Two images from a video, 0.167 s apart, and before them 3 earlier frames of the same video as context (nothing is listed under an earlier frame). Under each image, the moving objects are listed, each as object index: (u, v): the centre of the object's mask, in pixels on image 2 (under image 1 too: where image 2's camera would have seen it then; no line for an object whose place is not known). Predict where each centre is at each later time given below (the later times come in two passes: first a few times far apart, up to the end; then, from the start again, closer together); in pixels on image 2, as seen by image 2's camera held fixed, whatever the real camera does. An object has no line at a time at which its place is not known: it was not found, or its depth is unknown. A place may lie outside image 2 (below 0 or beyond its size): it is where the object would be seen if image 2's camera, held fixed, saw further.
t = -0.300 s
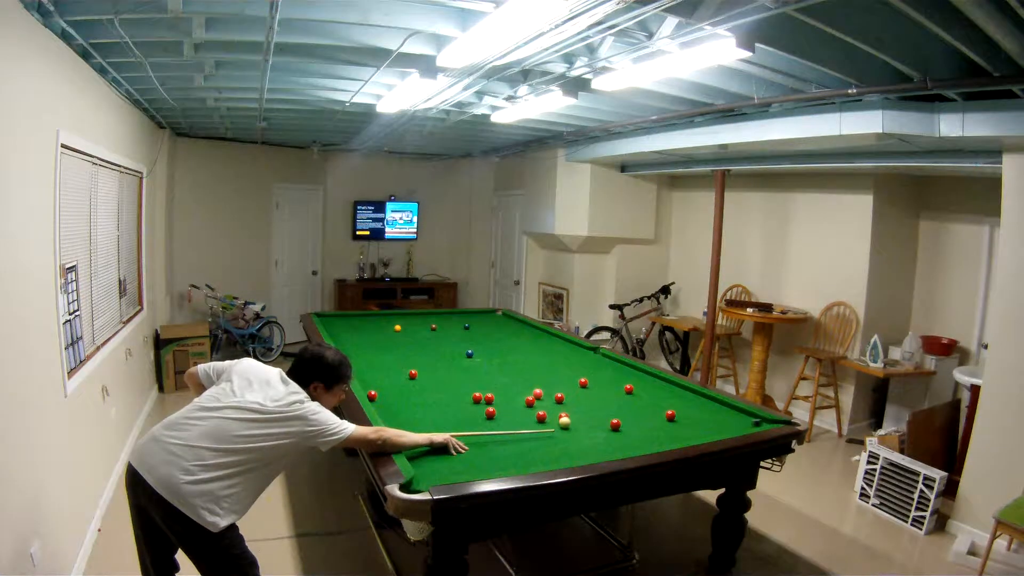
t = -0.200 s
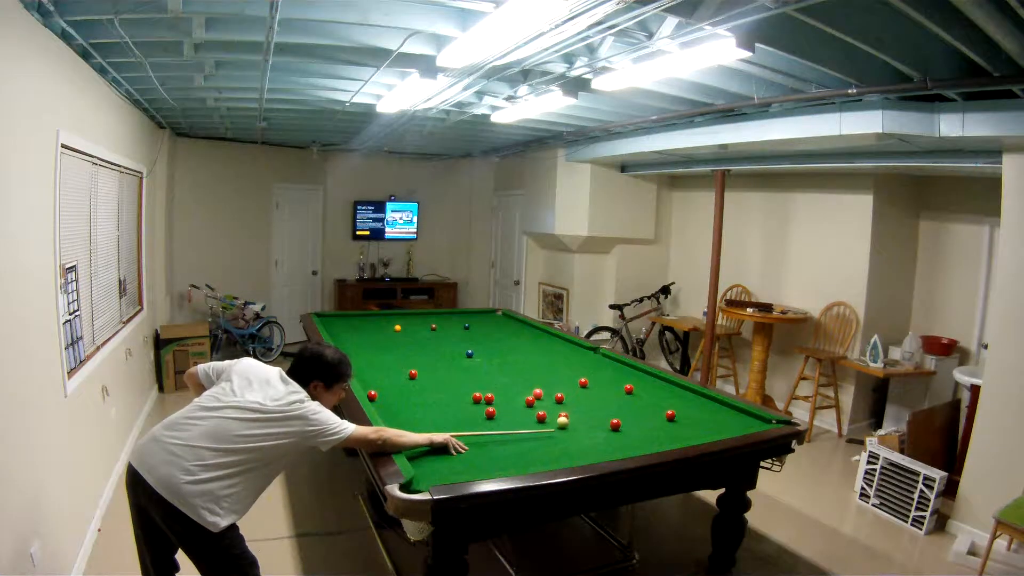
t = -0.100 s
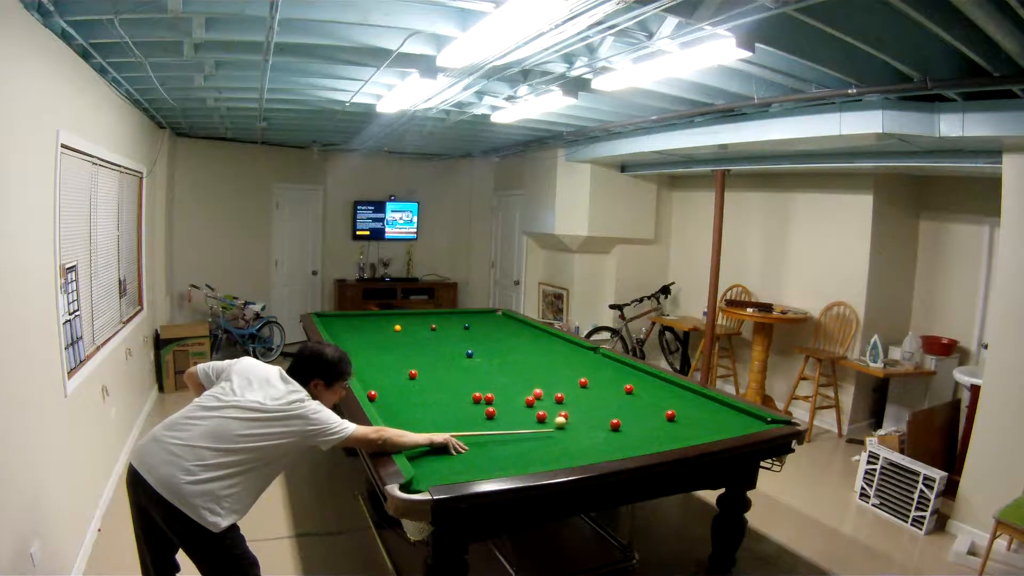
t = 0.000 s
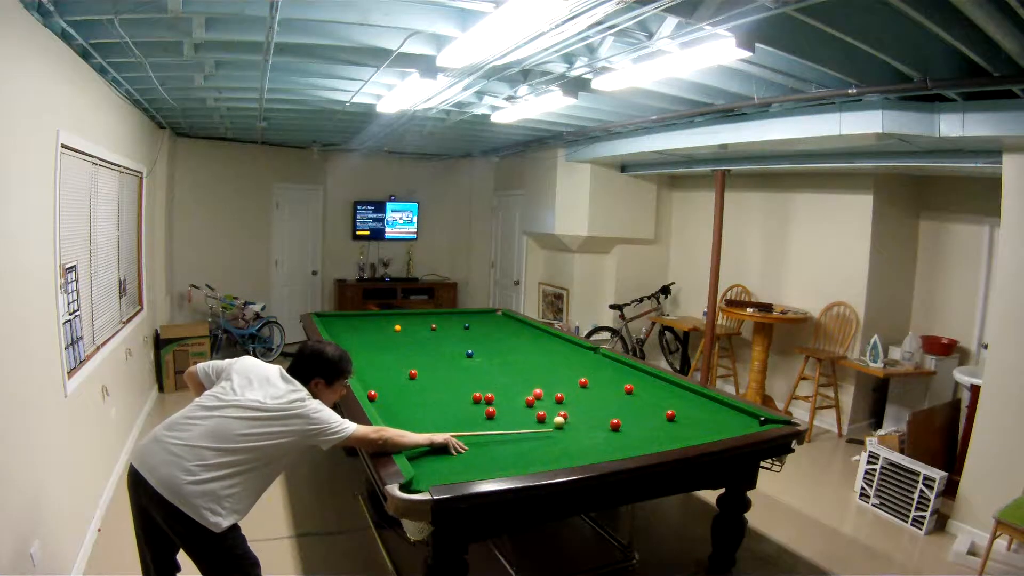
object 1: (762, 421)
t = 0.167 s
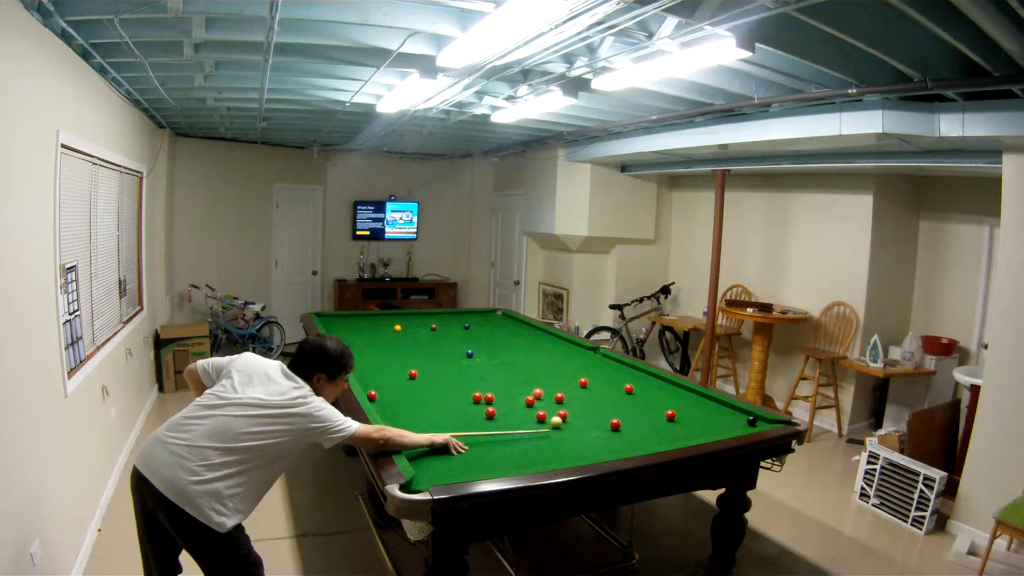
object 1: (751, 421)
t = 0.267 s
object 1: (745, 420)
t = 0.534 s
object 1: (728, 420)
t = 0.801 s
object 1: (713, 419)
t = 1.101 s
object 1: (698, 418)
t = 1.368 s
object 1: (686, 418)
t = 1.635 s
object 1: (679, 417)
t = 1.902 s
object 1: (678, 418)
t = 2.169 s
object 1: (677, 418)
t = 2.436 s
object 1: (678, 418)
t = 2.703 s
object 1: (678, 418)
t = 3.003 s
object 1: (678, 418)
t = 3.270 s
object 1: (678, 418)
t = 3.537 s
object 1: (678, 418)
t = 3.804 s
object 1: (678, 418)
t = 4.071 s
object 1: (678, 418)
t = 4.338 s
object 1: (678, 418)
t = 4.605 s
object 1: (678, 418)
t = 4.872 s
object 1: (678, 418)
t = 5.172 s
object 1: (678, 418)
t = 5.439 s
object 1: (678, 418)
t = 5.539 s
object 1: (678, 418)
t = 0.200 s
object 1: (749, 421)
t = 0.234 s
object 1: (747, 421)
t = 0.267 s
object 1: (745, 420)
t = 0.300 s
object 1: (743, 420)
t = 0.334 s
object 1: (741, 420)
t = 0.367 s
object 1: (739, 420)
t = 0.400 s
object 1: (736, 420)
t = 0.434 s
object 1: (734, 420)
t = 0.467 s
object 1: (732, 420)
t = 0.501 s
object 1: (730, 420)
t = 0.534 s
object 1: (728, 420)
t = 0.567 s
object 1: (726, 420)
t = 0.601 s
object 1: (725, 419)
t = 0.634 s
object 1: (722, 419)
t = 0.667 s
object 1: (720, 419)
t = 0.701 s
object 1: (718, 419)
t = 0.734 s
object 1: (717, 419)
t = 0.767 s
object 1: (715, 419)
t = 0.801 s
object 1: (713, 419)
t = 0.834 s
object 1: (711, 419)
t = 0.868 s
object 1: (709, 419)
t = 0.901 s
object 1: (708, 419)
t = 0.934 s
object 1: (706, 419)
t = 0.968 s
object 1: (704, 418)
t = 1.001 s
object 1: (703, 418)
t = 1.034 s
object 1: (701, 418)
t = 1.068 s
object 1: (699, 418)
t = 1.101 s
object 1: (698, 418)
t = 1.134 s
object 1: (696, 418)
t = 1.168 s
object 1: (694, 418)
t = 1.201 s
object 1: (693, 418)
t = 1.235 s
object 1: (692, 418)
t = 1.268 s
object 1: (690, 418)
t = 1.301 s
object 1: (689, 418)
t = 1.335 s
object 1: (687, 418)
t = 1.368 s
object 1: (686, 418)
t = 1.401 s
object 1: (684, 418)
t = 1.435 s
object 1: (683, 417)
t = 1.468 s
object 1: (682, 417)
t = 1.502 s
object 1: (681, 417)
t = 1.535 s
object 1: (680, 417)
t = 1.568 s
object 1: (680, 417)
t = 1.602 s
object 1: (680, 418)
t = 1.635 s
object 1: (679, 417)
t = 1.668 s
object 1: (679, 418)
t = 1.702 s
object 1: (679, 418)
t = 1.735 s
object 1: (679, 418)
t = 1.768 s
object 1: (678, 418)
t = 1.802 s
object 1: (678, 418)
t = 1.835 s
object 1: (678, 418)
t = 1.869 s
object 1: (678, 418)
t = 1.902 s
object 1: (678, 418)
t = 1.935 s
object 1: (678, 418)
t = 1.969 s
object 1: (677, 418)
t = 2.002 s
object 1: (677, 418)
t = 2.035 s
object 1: (677, 418)
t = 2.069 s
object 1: (677, 418)
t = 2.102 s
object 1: (677, 418)
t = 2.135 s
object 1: (677, 418)
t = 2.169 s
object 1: (677, 418)
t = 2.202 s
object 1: (677, 418)
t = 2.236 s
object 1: (677, 418)
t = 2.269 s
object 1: (678, 418)
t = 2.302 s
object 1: (678, 418)
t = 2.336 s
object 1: (678, 418)
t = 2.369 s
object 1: (678, 418)
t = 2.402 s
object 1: (678, 418)
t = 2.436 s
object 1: (678, 418)
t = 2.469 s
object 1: (678, 418)
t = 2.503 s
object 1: (678, 418)
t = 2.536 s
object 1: (678, 418)
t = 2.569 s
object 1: (678, 418)
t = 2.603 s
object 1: (678, 418)
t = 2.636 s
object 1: (678, 418)
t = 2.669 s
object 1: (678, 418)
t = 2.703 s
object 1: (678, 418)
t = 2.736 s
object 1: (678, 418)
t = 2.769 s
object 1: (678, 418)
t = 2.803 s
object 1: (678, 418)
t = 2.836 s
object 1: (678, 418)
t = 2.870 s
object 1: (678, 418)
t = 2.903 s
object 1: (678, 418)
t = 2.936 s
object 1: (678, 418)
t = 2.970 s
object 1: (678, 418)
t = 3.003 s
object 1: (678, 418)
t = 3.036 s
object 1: (678, 418)
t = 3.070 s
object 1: (678, 418)
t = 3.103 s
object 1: (678, 418)
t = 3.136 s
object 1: (678, 418)
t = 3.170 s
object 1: (678, 418)
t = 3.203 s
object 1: (678, 418)
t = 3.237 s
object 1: (678, 418)
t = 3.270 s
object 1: (678, 418)
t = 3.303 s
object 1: (677, 418)
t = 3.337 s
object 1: (678, 418)
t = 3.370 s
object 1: (678, 418)
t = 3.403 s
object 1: (678, 418)
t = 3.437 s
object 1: (678, 418)
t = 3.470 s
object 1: (678, 418)
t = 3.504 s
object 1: (678, 418)
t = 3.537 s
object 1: (678, 418)
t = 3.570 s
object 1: (678, 418)
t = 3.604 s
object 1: (678, 418)
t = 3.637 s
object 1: (678, 418)
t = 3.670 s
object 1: (678, 418)
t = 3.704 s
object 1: (678, 418)
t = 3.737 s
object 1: (678, 418)
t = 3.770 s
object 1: (678, 418)
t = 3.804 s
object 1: (678, 418)
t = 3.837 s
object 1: (678, 418)
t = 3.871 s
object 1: (678, 418)
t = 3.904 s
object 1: (678, 418)
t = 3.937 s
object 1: (678, 418)
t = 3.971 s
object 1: (678, 418)
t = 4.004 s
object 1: (678, 418)
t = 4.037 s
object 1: (678, 418)
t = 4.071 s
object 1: (678, 418)
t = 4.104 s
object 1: (678, 418)
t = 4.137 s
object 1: (678, 418)
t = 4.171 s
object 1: (678, 418)
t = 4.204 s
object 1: (678, 418)
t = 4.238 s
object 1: (678, 418)
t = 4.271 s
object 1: (678, 418)
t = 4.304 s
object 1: (678, 418)
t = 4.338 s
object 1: (678, 418)
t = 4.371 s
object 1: (678, 418)
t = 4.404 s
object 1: (678, 418)
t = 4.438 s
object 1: (678, 418)
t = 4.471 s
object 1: (678, 418)
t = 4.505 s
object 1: (678, 418)
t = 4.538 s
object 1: (678, 418)
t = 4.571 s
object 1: (678, 418)
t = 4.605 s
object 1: (678, 418)
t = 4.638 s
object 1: (678, 418)
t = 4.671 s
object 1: (678, 418)
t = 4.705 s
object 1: (678, 418)
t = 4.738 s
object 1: (678, 418)
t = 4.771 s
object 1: (678, 418)
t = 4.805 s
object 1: (678, 418)
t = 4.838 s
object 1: (678, 418)
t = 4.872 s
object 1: (678, 418)
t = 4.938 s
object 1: (678, 418)
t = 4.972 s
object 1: (678, 418)
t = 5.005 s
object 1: (678, 418)
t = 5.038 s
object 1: (678, 418)
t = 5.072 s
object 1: (678, 418)
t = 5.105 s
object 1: (678, 418)
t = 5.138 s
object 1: (678, 418)
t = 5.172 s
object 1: (678, 418)
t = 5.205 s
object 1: (678, 418)
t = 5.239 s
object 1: (678, 418)
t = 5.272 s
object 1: (678, 418)
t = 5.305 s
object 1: (678, 418)
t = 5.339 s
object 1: (678, 418)
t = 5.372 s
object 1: (678, 418)
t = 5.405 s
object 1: (678, 418)
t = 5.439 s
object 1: (678, 418)
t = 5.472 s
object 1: (678, 418)
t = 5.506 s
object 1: (678, 418)
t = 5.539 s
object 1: (678, 418)
